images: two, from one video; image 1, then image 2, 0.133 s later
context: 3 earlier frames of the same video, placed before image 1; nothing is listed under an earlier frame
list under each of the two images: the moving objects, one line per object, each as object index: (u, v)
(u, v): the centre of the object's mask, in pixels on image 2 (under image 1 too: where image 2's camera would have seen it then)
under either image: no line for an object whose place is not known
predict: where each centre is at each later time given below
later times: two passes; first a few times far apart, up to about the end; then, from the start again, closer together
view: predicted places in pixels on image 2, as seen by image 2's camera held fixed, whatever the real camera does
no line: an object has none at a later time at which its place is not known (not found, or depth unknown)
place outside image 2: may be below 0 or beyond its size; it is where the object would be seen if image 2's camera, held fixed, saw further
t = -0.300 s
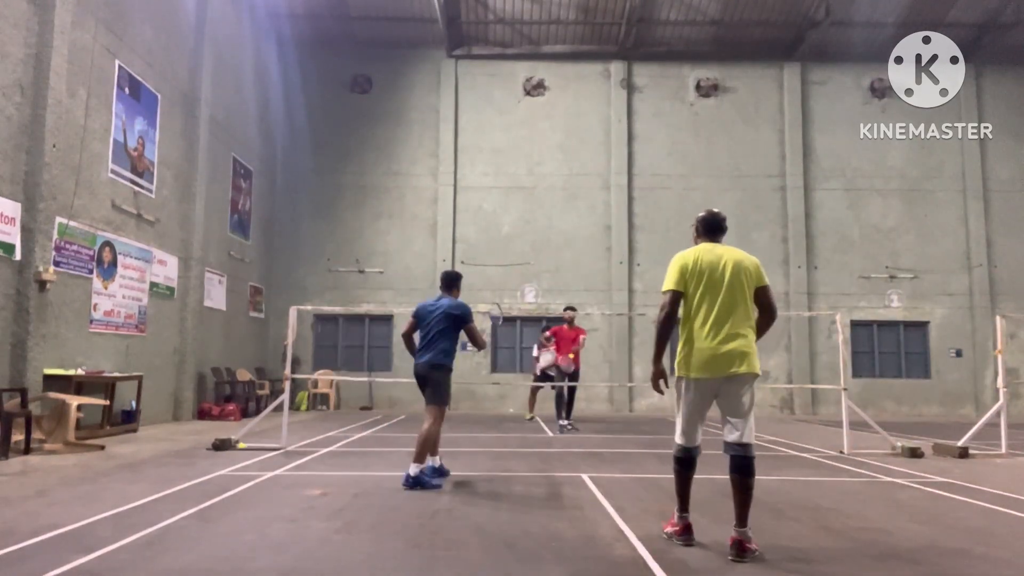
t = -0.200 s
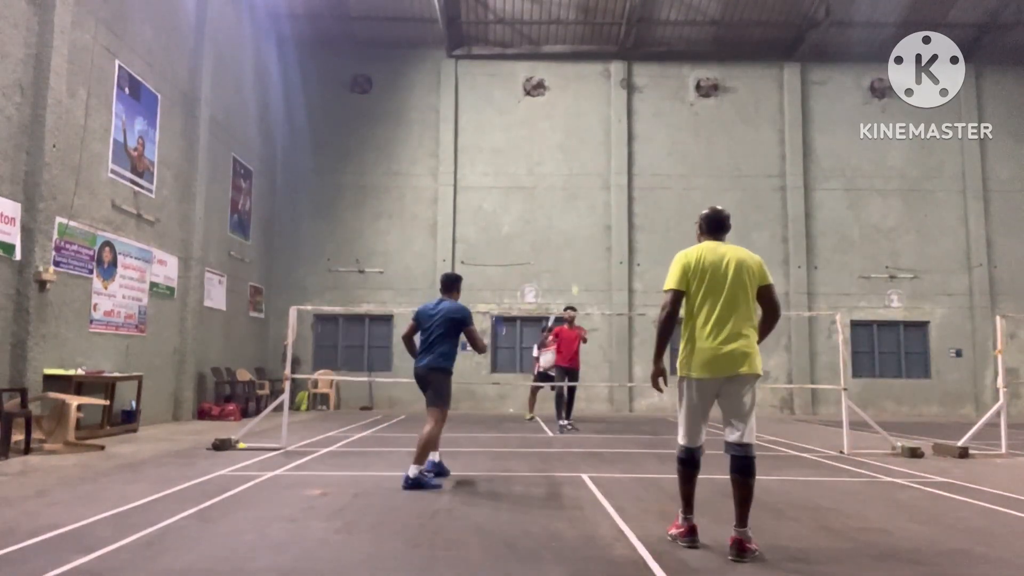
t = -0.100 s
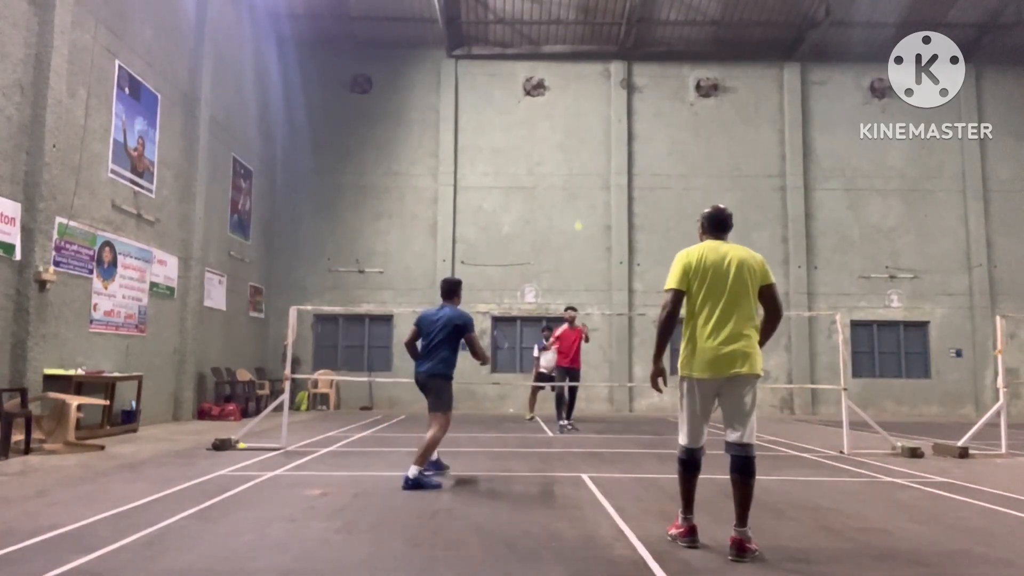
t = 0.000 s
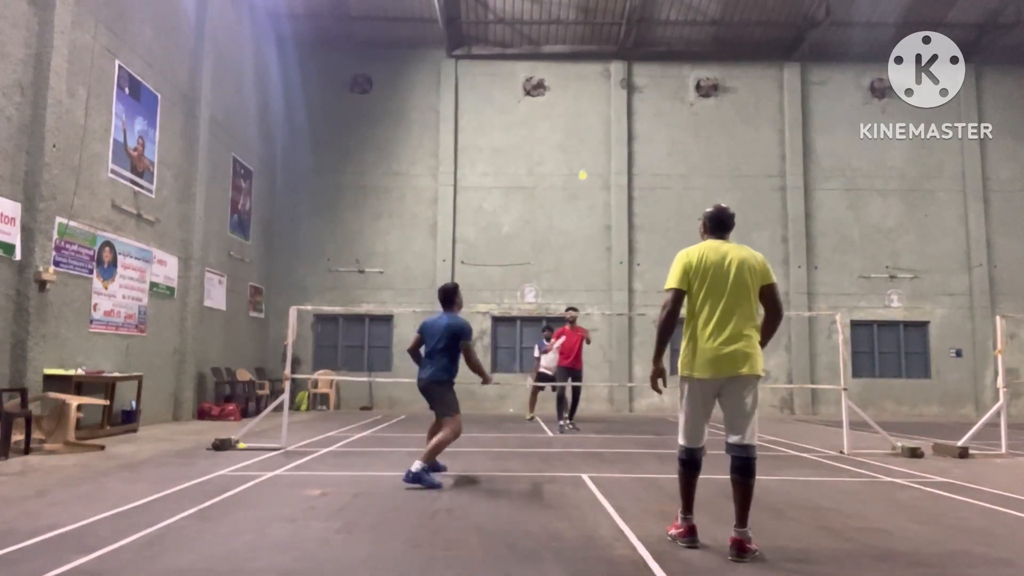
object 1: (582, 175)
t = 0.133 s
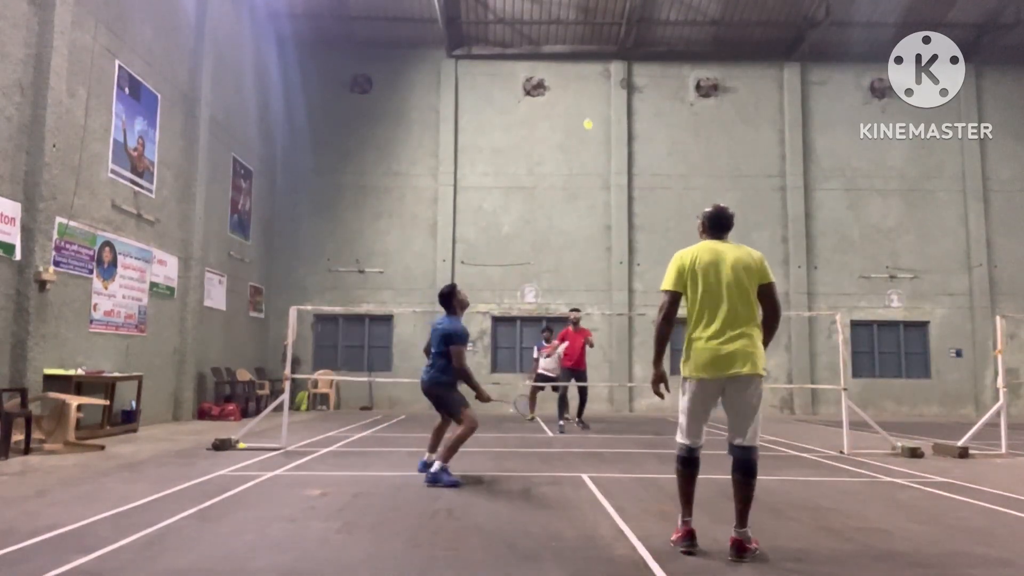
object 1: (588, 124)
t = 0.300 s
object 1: (594, 87)
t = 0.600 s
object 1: (603, 111)
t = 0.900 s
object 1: (610, 296)
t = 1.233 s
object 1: (613, 545)
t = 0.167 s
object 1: (589, 114)
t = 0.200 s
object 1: (590, 106)
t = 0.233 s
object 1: (592, 98)
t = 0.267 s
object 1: (593, 92)
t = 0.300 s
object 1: (594, 87)
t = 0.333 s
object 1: (595, 84)
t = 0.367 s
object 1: (596, 81)
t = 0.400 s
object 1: (598, 81)
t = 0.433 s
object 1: (599, 82)
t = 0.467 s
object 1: (600, 84)
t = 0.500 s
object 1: (601, 88)
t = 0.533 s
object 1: (602, 94)
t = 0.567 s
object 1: (602, 101)
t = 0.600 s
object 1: (603, 111)
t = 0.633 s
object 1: (604, 123)
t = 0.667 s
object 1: (605, 137)
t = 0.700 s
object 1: (606, 153)
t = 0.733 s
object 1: (607, 171)
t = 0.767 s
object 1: (607, 193)
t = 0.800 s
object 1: (608, 215)
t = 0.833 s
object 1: (608, 239)
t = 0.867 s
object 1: (609, 267)
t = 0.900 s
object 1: (610, 296)
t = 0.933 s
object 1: (611, 329)
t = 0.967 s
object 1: (611, 364)
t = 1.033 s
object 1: (613, 442)
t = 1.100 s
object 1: (613, 532)
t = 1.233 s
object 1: (613, 545)
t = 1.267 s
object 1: (614, 540)
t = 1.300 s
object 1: (616, 536)
